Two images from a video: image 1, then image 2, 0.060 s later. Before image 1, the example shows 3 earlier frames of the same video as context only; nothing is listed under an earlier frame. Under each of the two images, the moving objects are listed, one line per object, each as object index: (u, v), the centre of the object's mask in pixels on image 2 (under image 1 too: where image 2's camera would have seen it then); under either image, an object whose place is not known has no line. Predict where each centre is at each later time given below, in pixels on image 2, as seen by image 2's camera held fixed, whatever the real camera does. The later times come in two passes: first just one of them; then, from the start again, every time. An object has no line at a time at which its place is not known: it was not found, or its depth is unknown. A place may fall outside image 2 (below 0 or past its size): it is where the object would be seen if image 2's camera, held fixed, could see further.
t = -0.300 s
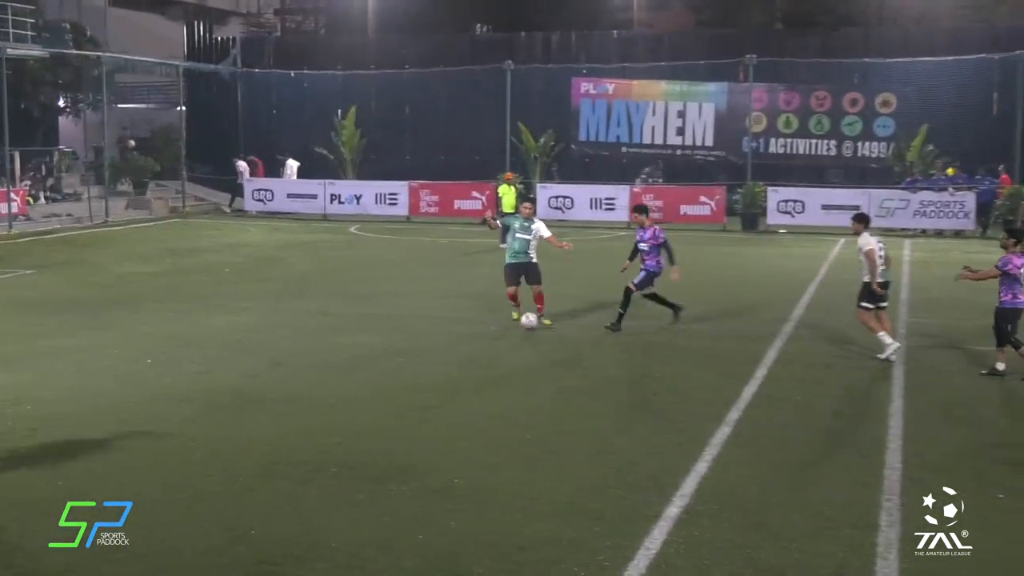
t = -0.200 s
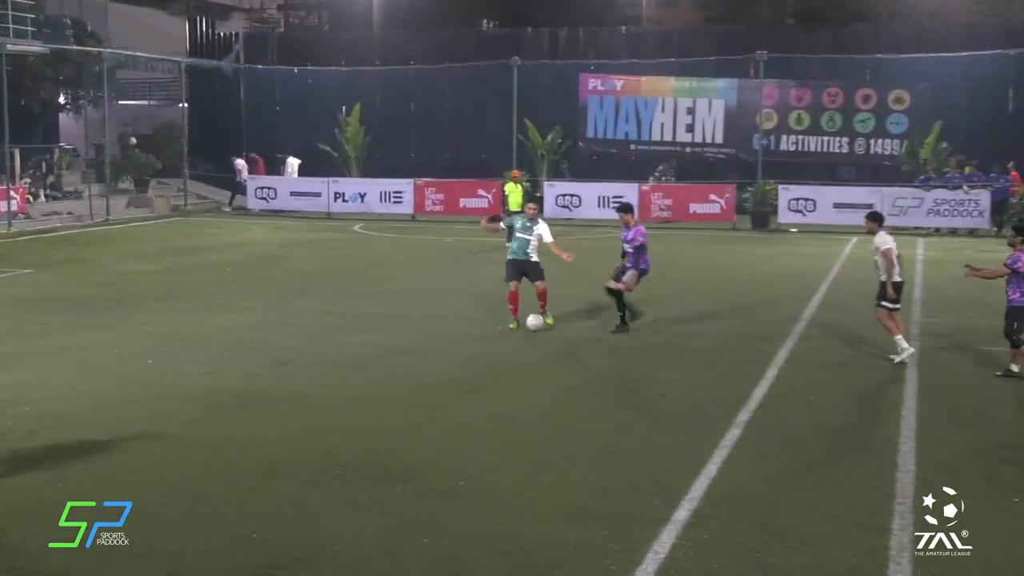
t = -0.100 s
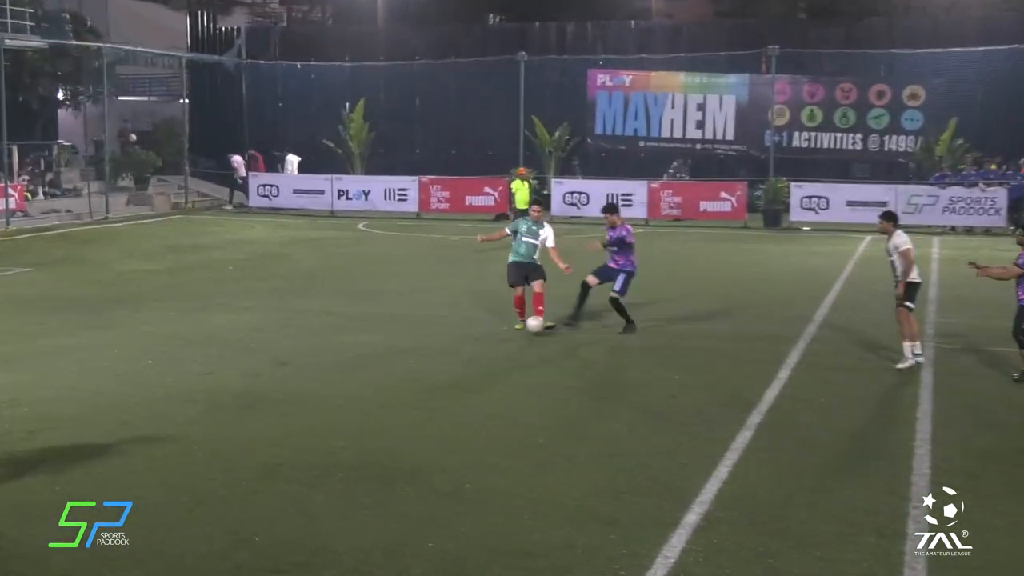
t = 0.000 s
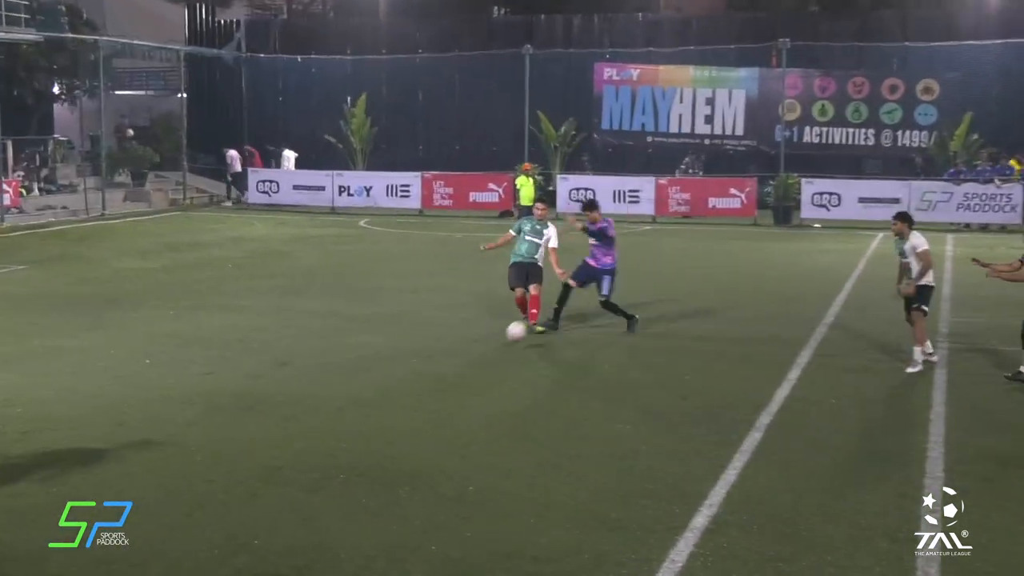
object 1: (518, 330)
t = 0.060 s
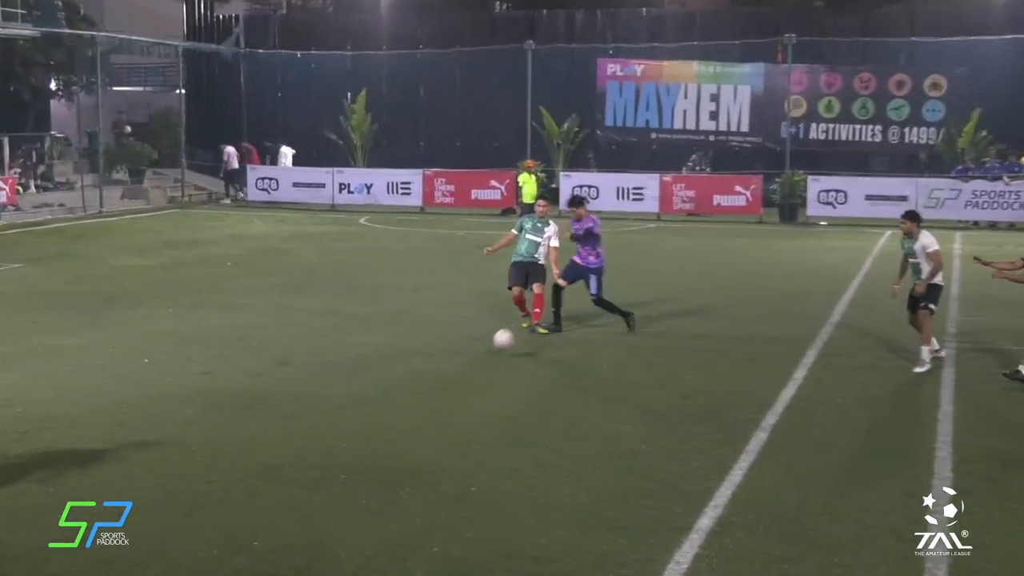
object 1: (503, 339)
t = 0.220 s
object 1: (460, 370)
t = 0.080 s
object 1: (498, 343)
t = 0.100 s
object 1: (493, 347)
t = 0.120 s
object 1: (488, 352)
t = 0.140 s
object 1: (482, 358)
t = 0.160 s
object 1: (476, 363)
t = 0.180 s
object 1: (471, 369)
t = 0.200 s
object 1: (465, 370)
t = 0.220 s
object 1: (460, 370)
